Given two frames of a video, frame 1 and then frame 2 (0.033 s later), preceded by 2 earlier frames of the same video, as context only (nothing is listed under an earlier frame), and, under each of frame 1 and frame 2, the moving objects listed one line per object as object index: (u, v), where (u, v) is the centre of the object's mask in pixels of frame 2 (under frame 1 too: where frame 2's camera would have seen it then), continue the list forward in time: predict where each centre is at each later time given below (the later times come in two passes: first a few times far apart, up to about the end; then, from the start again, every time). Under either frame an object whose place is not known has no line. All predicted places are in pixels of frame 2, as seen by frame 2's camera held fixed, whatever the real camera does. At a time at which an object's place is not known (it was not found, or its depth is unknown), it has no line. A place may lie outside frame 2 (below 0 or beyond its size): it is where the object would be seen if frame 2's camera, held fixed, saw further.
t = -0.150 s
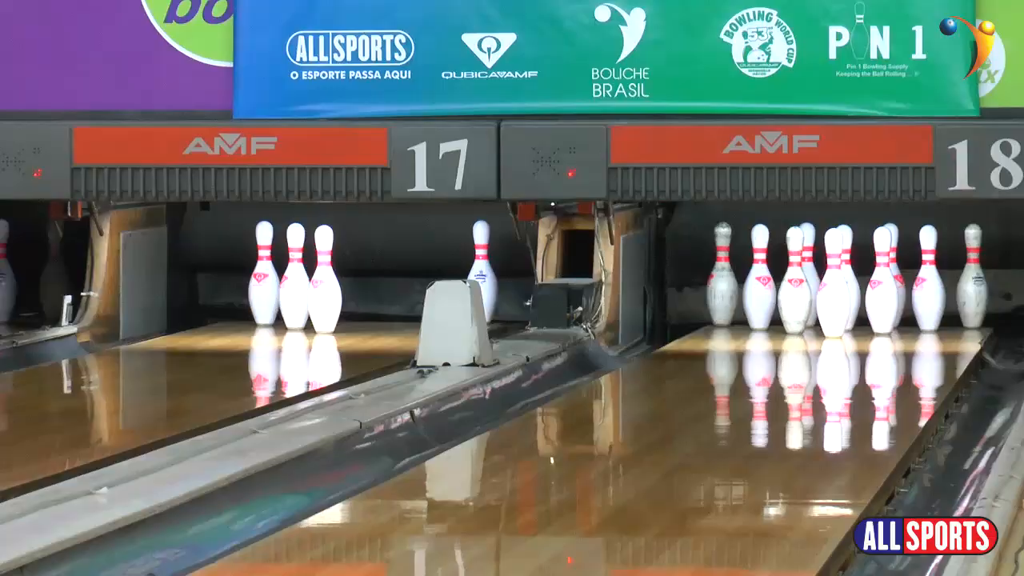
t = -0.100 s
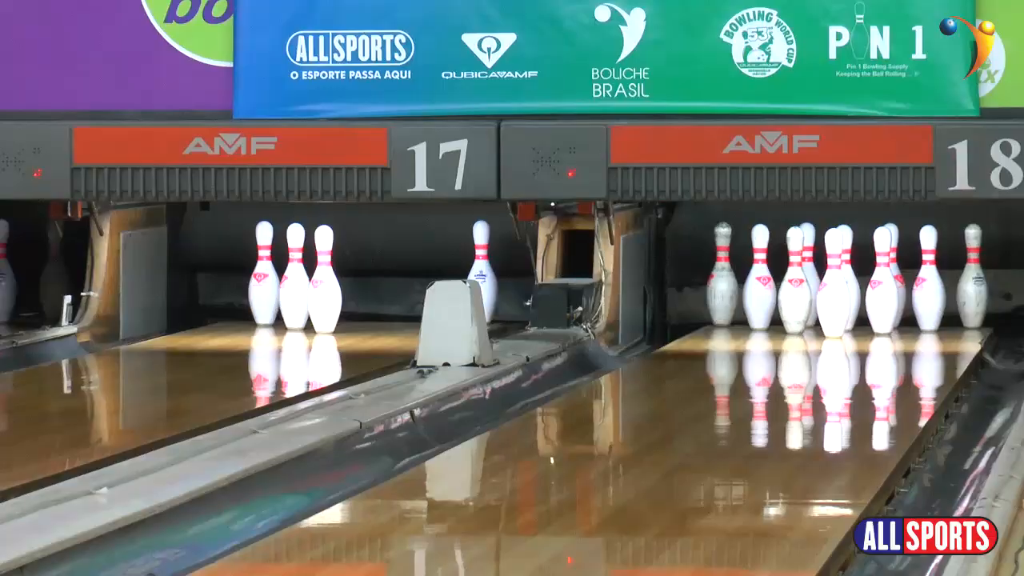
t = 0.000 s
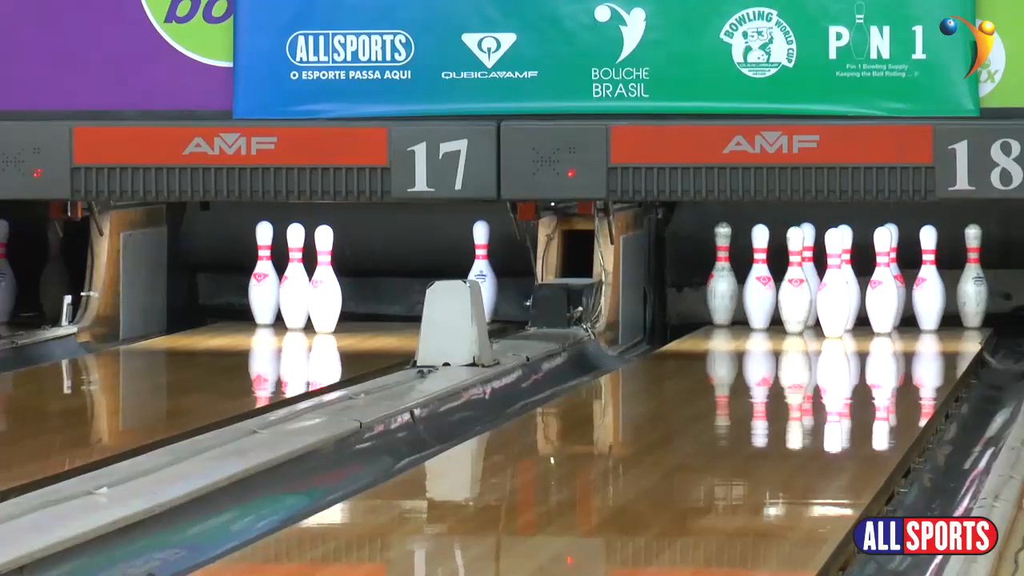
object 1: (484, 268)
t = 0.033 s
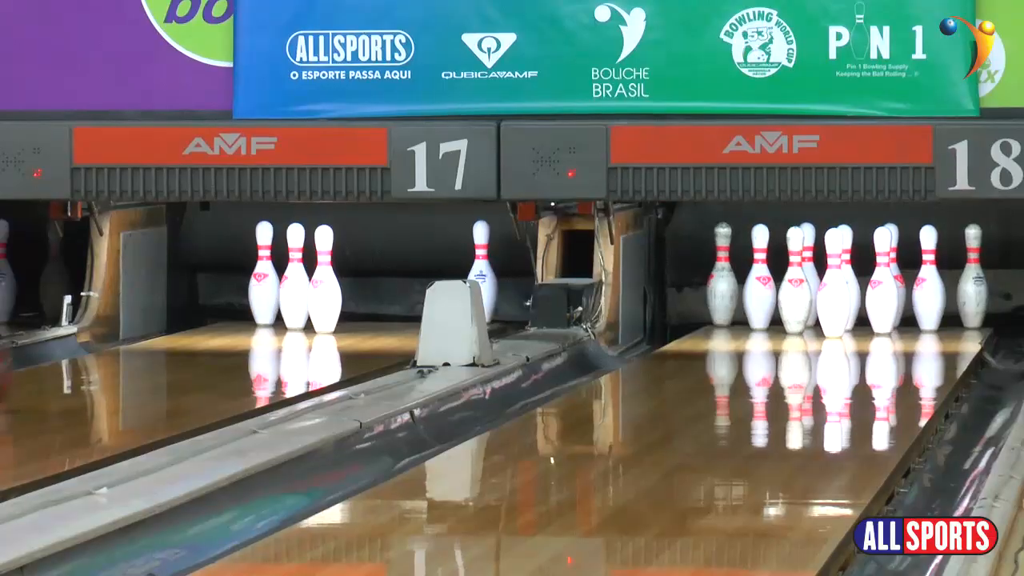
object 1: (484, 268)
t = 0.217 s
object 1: (484, 268)
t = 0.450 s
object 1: (484, 268)
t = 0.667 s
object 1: (484, 268)
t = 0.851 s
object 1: (497, 267)
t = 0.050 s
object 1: (484, 268)
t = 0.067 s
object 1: (484, 268)
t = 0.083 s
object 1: (484, 268)
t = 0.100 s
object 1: (484, 268)
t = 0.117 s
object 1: (484, 268)
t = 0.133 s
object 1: (484, 268)
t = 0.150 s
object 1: (484, 268)
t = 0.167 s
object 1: (484, 268)
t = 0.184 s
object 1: (484, 268)
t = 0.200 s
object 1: (484, 268)
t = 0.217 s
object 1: (484, 268)
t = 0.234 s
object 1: (484, 268)
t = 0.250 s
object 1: (484, 268)
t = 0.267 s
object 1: (484, 268)
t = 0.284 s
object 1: (484, 268)
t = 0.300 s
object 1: (484, 268)
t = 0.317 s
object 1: (484, 268)
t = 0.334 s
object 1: (484, 268)
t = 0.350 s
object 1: (484, 268)
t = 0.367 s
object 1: (484, 268)
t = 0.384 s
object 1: (484, 268)
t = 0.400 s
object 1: (484, 268)
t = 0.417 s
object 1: (484, 268)
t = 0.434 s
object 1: (484, 268)
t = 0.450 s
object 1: (484, 268)
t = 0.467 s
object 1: (484, 268)
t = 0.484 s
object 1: (484, 268)
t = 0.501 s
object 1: (484, 268)
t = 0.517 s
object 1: (484, 268)
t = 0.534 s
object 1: (484, 268)
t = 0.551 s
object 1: (484, 268)
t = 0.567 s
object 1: (484, 268)
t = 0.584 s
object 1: (484, 268)
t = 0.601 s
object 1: (484, 268)
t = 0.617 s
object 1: (484, 268)
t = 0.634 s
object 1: (484, 268)
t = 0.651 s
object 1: (484, 268)
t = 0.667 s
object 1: (484, 268)
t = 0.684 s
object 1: (484, 268)
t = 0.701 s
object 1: (484, 268)
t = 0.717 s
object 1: (484, 268)
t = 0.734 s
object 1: (484, 268)
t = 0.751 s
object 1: (484, 268)
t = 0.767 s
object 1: (484, 268)
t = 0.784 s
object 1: (484, 268)
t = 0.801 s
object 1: (484, 268)
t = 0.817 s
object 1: (484, 268)
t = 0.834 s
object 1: (488, 264)
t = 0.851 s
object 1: (497, 267)
